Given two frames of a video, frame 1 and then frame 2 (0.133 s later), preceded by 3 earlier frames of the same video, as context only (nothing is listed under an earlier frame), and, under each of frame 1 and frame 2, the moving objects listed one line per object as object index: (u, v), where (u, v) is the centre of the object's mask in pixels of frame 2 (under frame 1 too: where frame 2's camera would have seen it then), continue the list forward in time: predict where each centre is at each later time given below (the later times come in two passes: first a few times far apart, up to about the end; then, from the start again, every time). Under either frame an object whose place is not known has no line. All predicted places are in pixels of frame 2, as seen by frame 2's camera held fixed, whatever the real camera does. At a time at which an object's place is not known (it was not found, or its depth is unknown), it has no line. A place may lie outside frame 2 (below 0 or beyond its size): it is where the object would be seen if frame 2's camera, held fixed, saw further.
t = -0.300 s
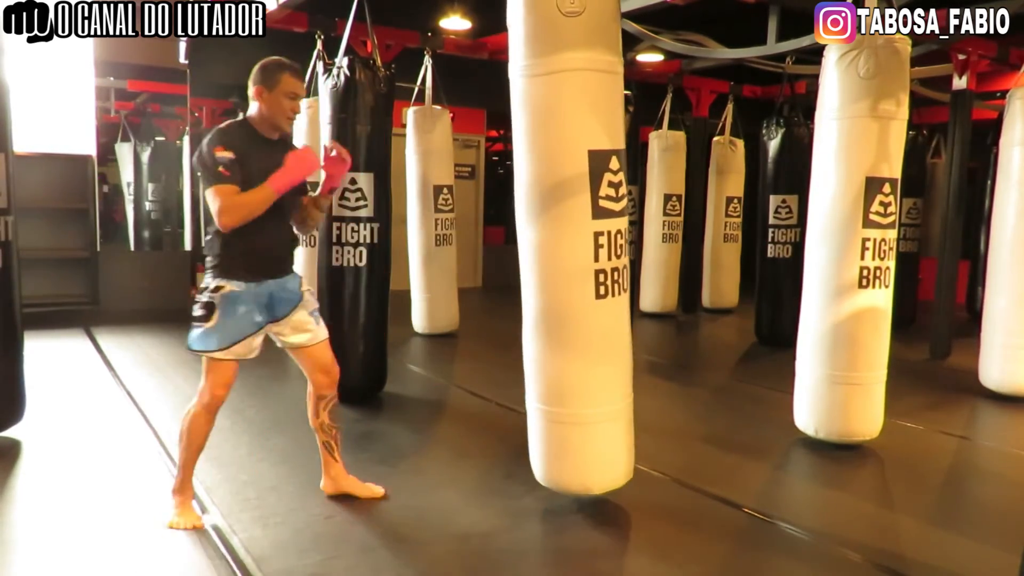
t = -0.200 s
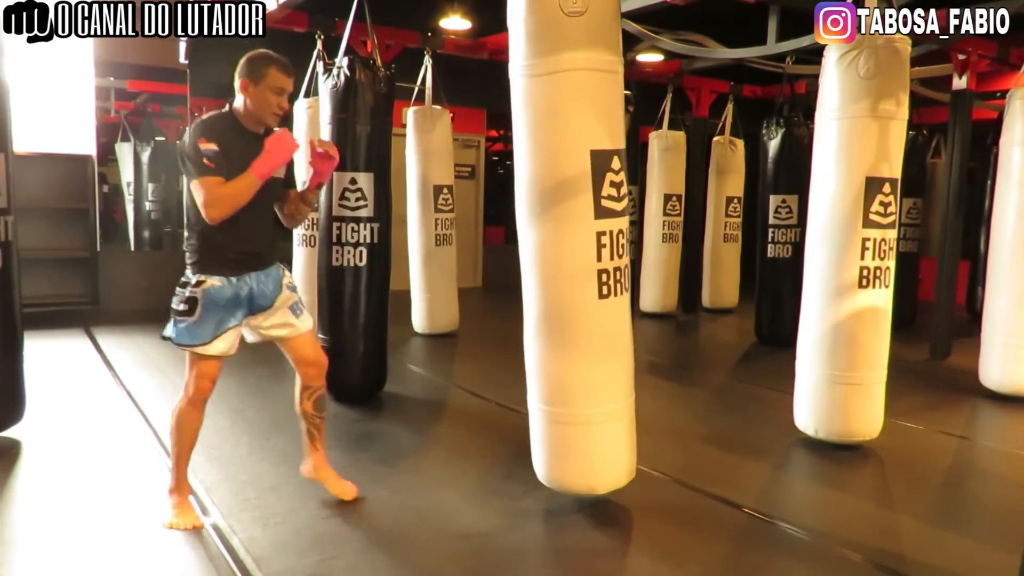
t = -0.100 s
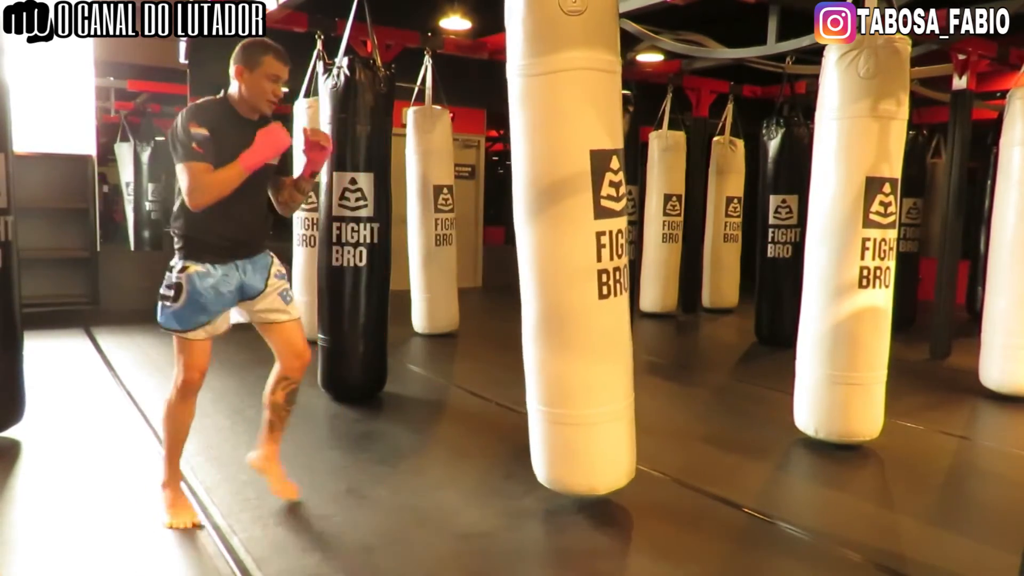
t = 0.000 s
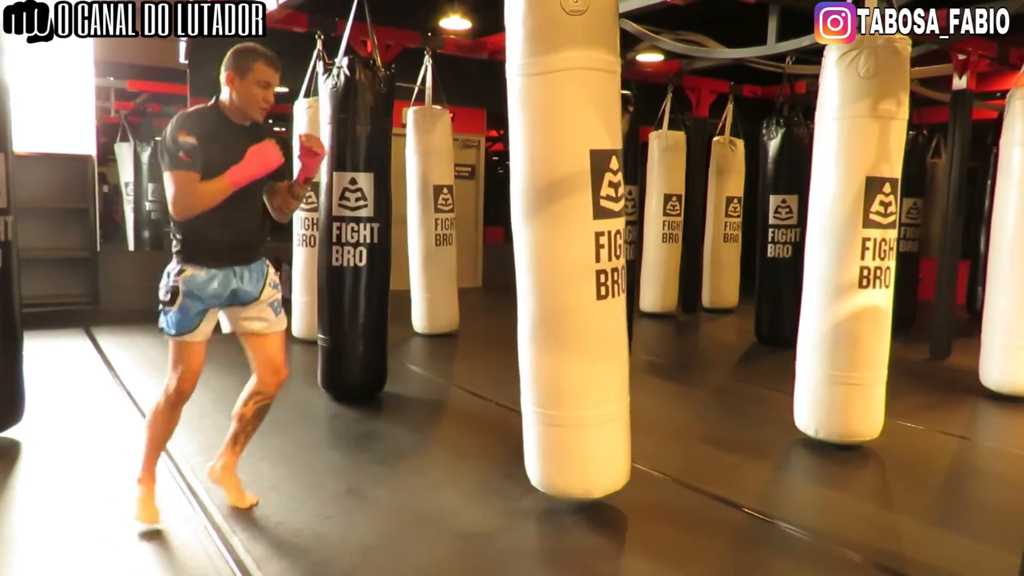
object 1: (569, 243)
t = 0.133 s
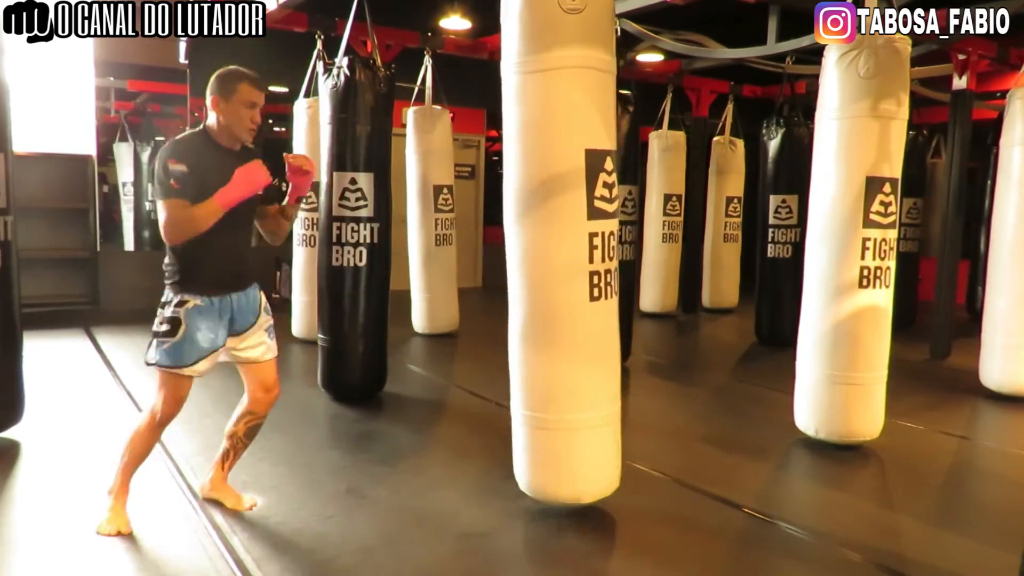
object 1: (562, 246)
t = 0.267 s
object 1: (552, 251)
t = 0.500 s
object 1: (529, 258)
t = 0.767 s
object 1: (505, 263)
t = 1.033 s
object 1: (492, 264)
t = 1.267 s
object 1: (496, 263)
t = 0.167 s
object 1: (559, 247)
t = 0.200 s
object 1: (557, 248)
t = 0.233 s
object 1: (554, 250)
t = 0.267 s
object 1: (552, 251)
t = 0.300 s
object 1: (549, 252)
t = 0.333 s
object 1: (546, 253)
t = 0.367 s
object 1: (542, 254)
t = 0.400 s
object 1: (539, 255)
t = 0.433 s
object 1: (536, 256)
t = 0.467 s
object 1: (533, 257)
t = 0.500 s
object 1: (529, 258)
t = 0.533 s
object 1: (526, 259)
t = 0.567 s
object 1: (523, 259)
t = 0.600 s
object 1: (519, 260)
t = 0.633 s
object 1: (516, 261)
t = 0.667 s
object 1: (513, 261)
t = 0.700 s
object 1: (510, 262)
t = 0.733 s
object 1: (508, 262)
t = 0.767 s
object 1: (505, 263)
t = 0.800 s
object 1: (503, 263)
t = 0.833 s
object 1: (500, 263)
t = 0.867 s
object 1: (498, 263)
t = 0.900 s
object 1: (497, 264)
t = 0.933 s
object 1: (495, 264)
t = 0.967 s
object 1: (494, 264)
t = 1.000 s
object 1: (493, 264)
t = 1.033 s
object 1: (492, 264)
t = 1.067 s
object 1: (492, 264)
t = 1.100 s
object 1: (492, 264)
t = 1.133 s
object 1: (492, 264)
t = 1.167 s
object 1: (493, 264)
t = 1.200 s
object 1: (494, 264)
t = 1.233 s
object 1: (495, 263)
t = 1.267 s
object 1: (496, 263)
